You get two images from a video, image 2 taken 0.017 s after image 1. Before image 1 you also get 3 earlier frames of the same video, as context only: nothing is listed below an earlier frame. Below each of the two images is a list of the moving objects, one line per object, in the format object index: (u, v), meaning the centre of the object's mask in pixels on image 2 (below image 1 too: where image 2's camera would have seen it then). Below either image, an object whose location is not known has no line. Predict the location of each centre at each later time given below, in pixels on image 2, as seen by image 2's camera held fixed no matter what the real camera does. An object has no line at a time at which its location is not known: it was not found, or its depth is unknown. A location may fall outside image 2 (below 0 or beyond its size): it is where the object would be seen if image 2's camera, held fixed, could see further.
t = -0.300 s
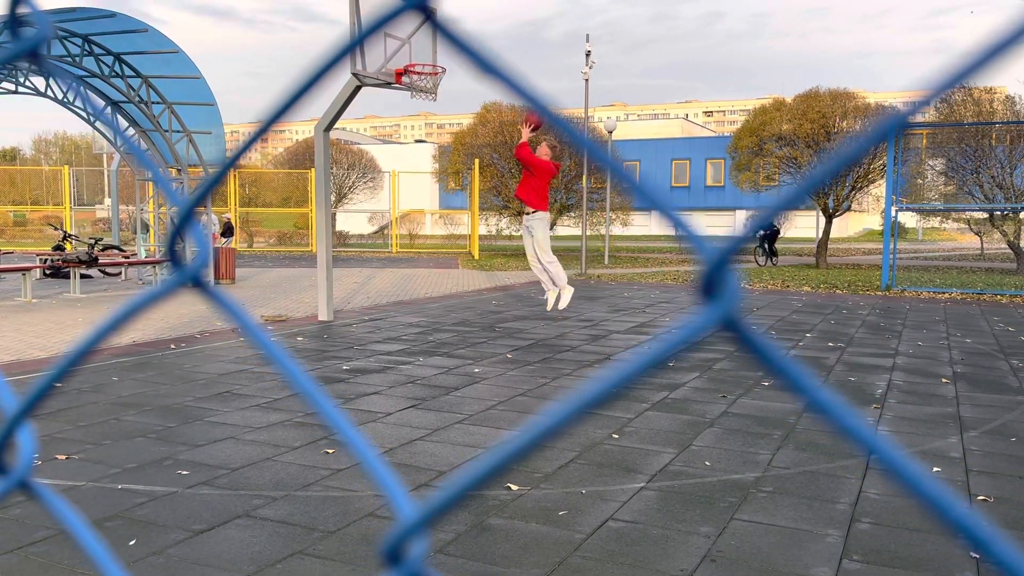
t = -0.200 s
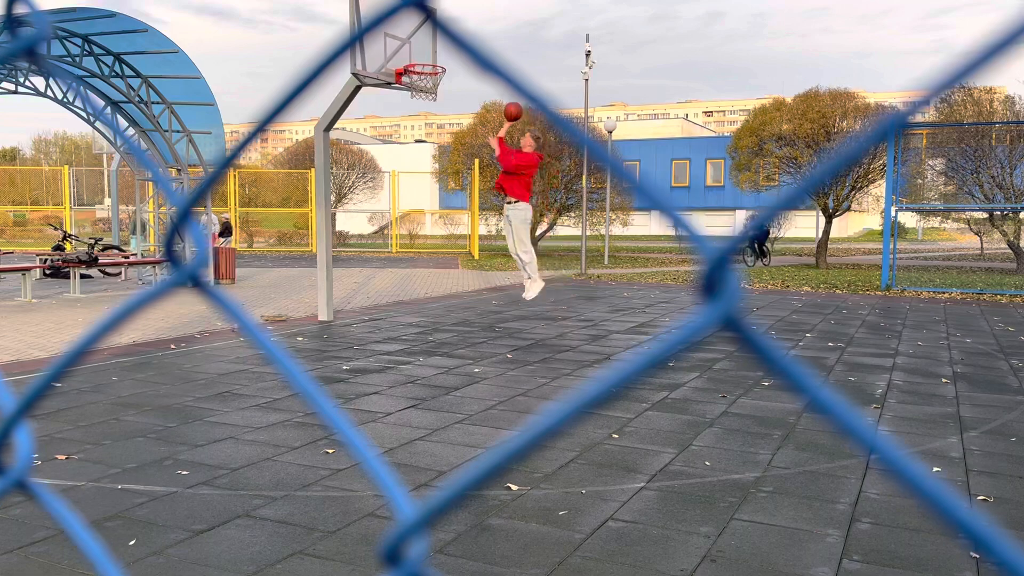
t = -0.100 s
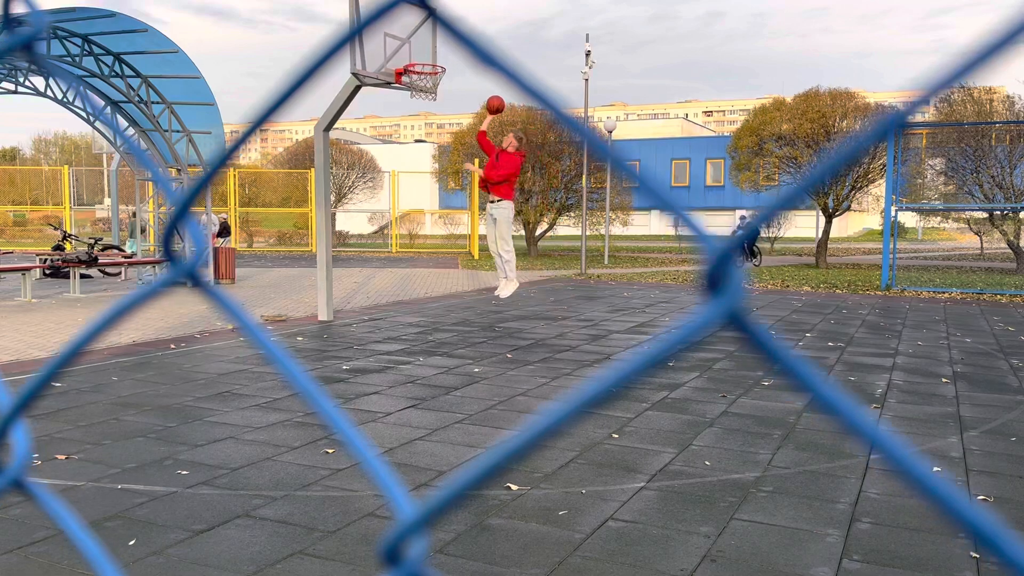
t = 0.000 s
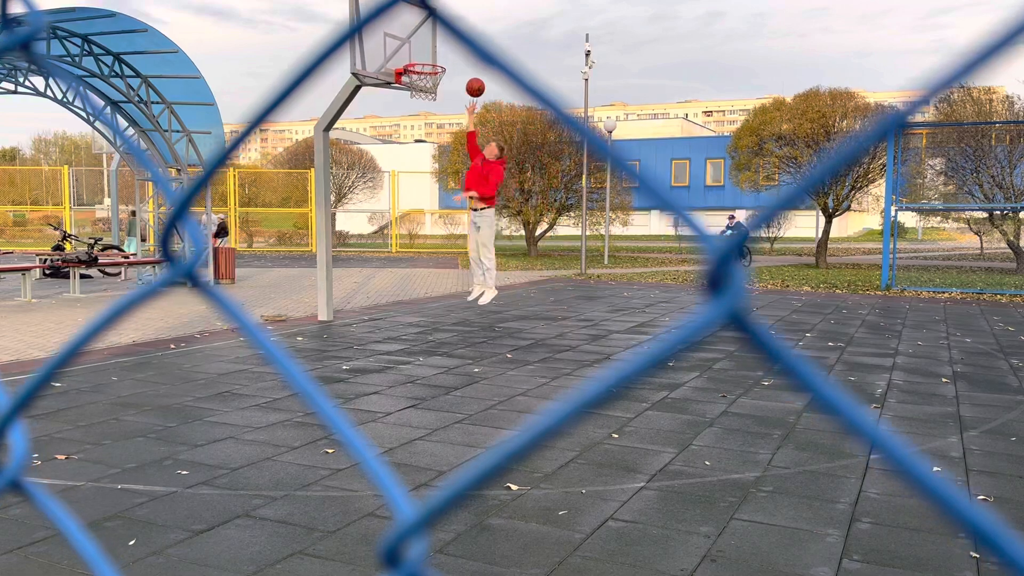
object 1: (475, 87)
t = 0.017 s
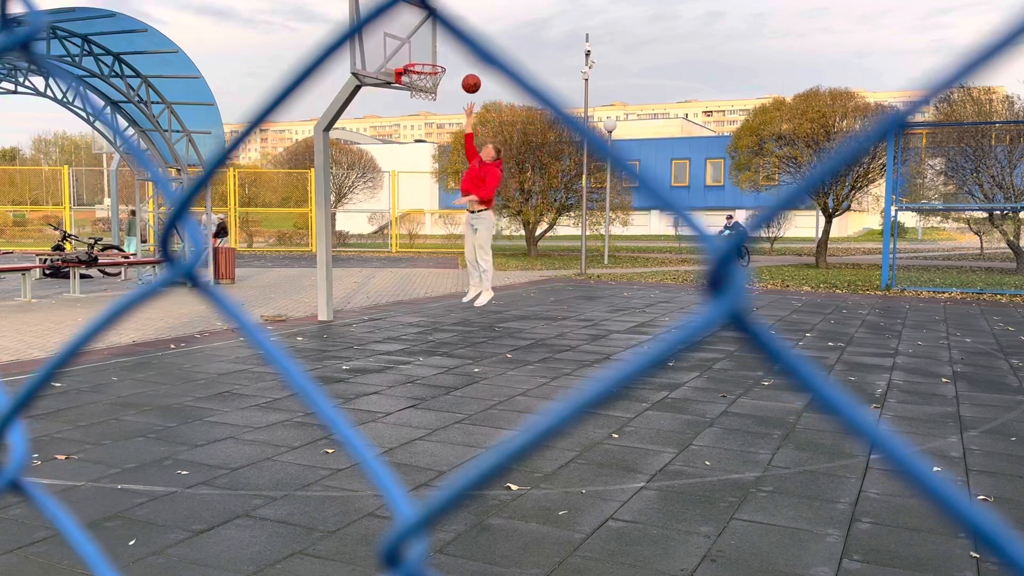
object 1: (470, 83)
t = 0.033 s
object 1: (466, 80)
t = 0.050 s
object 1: (461, 76)
